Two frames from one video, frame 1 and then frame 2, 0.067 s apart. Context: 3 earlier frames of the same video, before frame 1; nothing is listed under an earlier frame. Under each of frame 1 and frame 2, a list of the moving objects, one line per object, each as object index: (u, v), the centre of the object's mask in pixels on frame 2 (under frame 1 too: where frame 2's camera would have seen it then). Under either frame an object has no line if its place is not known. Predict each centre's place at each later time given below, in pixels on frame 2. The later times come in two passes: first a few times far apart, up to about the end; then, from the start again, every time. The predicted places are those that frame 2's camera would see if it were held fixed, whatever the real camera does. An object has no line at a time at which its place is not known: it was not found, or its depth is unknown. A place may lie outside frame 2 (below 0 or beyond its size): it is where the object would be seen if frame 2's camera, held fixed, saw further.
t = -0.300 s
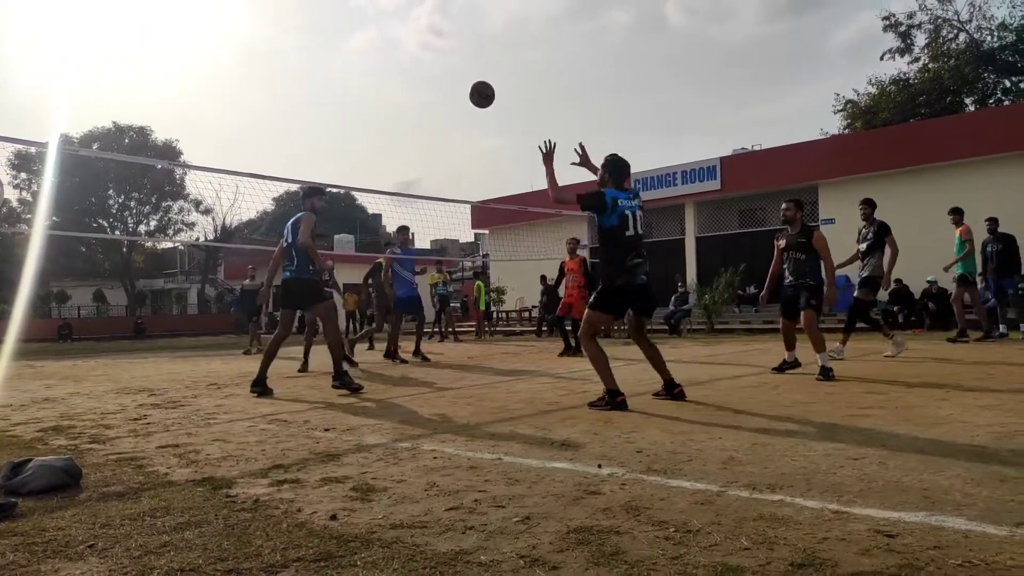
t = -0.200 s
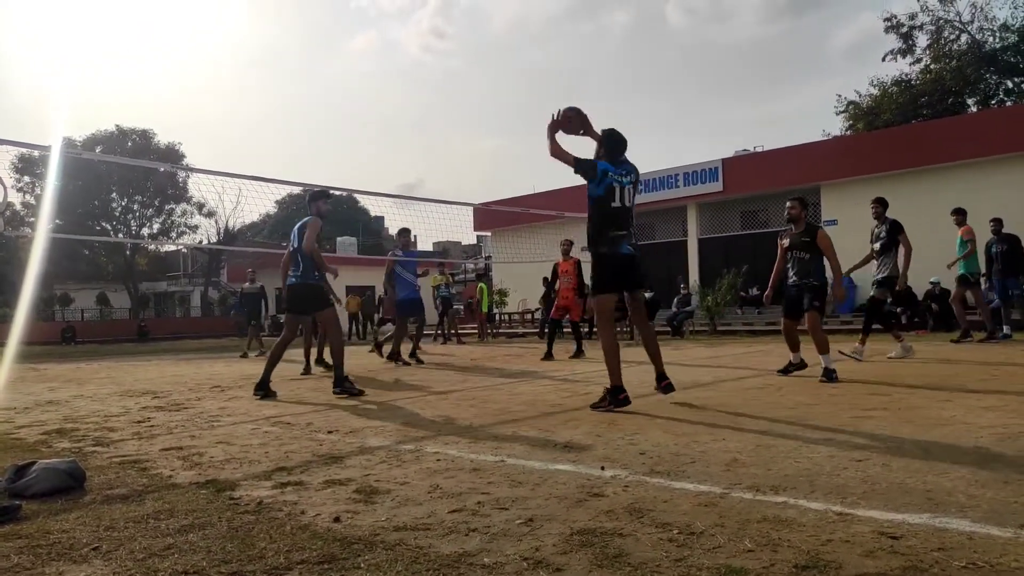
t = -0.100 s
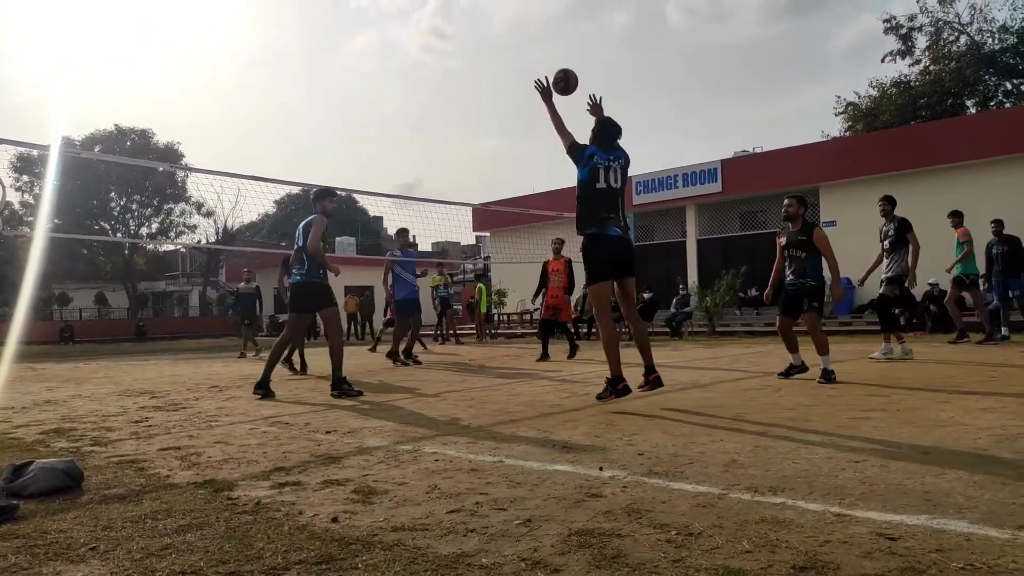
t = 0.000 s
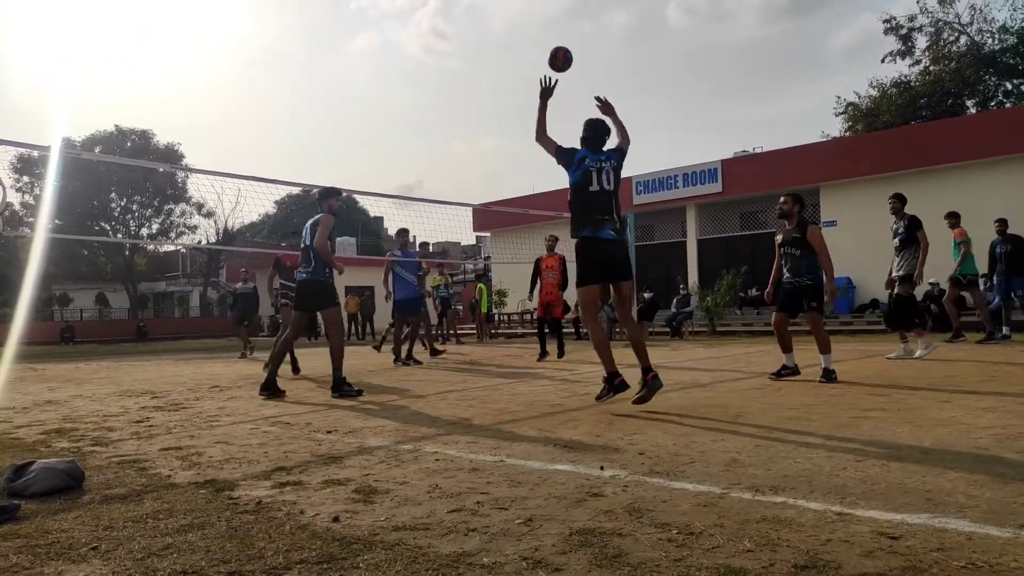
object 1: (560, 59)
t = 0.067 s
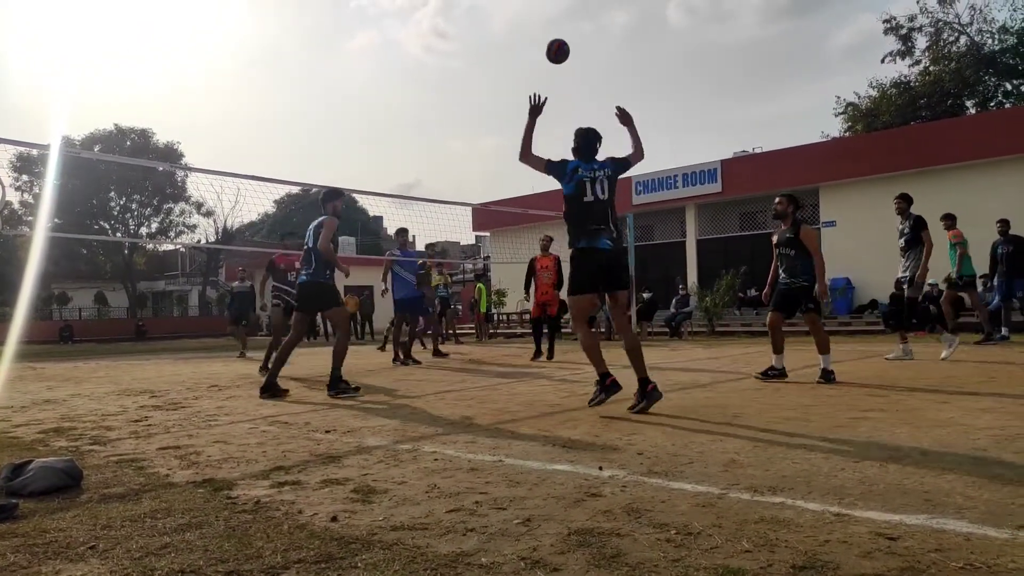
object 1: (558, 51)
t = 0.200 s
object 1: (553, 51)
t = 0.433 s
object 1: (551, 92)
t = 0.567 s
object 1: (551, 133)
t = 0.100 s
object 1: (556, 50)
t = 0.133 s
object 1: (555, 49)
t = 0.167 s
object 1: (554, 50)
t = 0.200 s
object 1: (553, 51)
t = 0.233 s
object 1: (553, 54)
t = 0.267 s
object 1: (552, 58)
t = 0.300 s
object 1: (552, 63)
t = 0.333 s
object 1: (551, 69)
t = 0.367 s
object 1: (551, 75)
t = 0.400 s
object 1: (551, 83)
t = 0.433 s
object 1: (551, 92)
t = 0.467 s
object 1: (551, 101)
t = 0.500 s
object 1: (551, 111)
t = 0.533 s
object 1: (551, 122)
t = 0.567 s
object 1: (551, 133)
